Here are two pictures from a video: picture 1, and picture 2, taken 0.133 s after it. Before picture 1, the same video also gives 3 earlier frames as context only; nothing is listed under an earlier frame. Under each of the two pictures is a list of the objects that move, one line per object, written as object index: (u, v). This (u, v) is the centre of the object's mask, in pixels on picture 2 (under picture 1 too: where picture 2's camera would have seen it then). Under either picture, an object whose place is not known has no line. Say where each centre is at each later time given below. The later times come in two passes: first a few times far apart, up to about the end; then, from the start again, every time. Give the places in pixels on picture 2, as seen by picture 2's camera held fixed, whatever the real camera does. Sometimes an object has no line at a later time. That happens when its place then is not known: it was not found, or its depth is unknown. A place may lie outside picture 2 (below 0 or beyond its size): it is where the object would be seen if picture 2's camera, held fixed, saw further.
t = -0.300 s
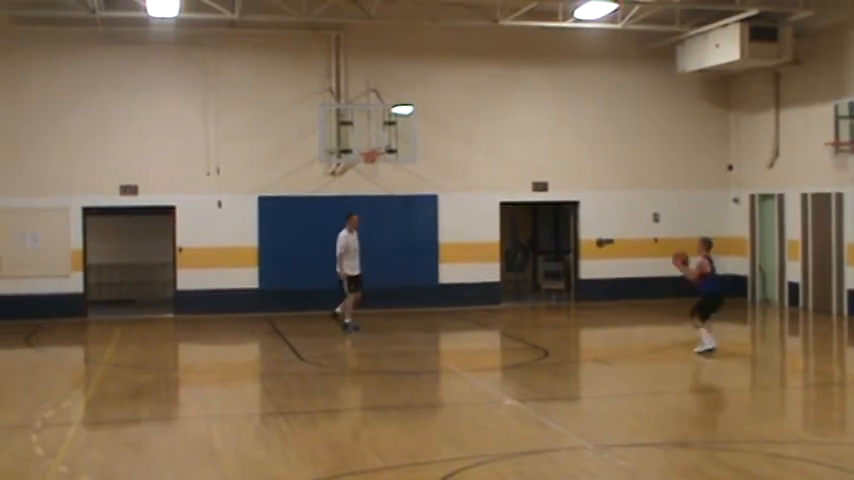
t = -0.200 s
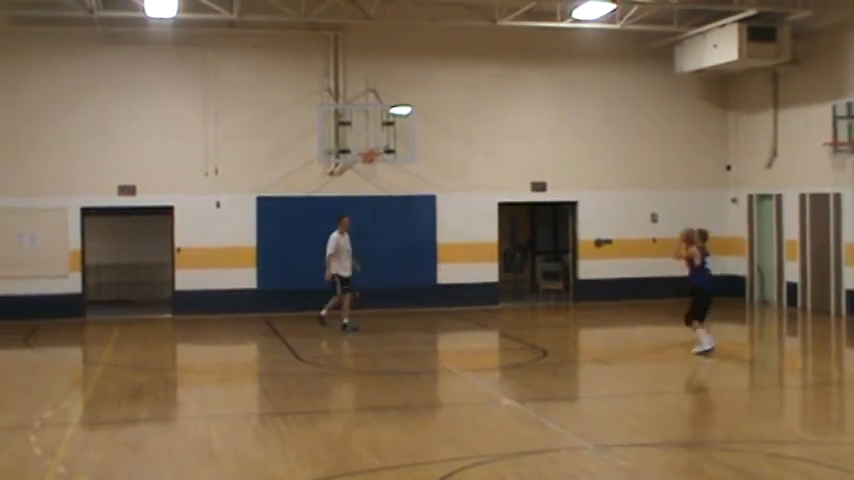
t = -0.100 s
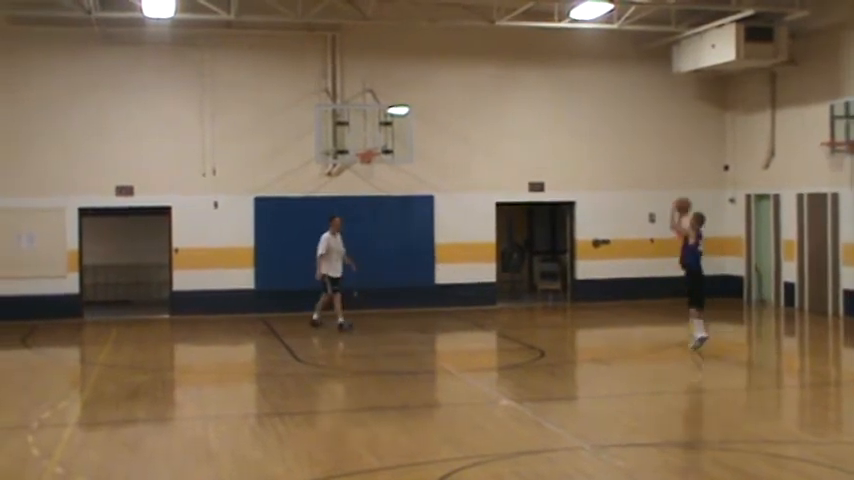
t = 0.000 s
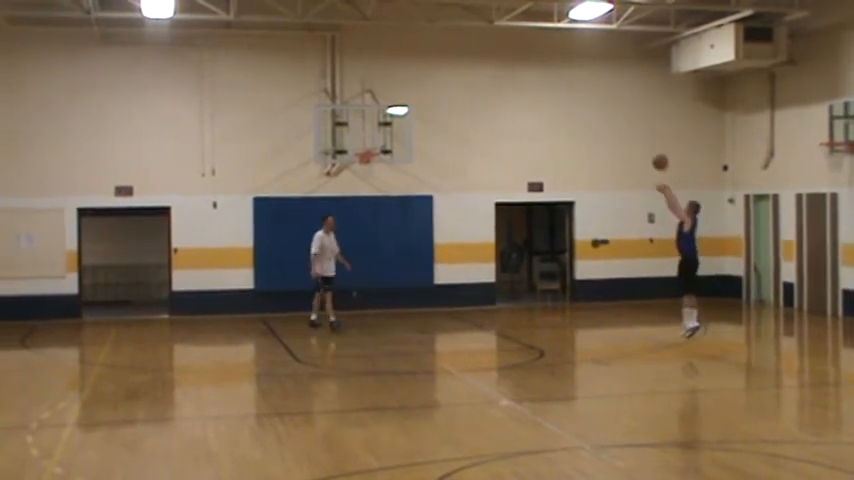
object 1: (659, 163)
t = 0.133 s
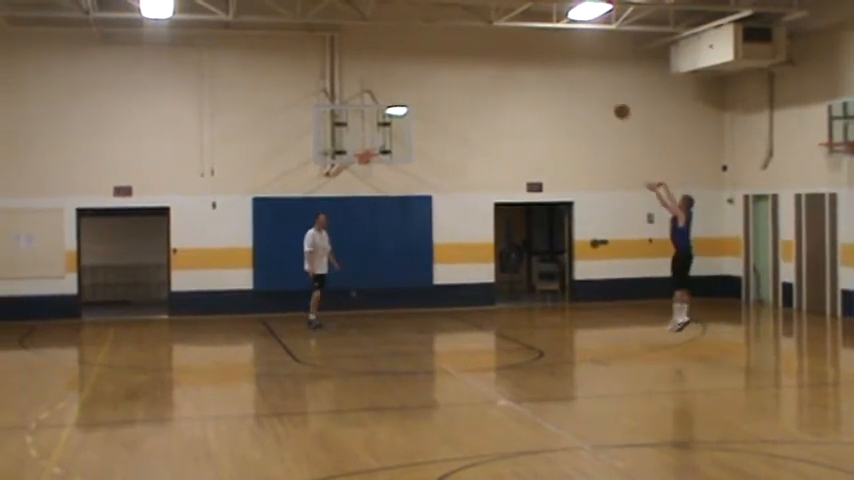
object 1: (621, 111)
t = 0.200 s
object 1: (603, 91)
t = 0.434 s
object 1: (545, 44)
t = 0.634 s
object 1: (499, 34)
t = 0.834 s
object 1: (456, 46)
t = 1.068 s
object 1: (411, 87)
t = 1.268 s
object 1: (376, 143)
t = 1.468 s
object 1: (352, 147)
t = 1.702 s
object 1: (345, 156)
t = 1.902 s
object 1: (338, 189)
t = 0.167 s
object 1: (612, 101)
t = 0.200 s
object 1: (603, 91)
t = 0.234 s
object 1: (595, 81)
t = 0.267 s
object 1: (586, 73)
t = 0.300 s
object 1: (577, 66)
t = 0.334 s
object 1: (569, 59)
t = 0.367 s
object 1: (561, 54)
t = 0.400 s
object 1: (553, 48)
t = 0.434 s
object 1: (545, 44)
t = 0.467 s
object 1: (537, 40)
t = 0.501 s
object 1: (529, 38)
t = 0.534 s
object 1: (521, 36)
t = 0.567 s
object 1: (514, 35)
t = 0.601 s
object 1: (507, 34)
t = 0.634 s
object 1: (499, 34)
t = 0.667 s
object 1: (491, 34)
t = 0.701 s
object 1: (484, 36)
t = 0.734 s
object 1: (477, 37)
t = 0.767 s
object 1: (470, 39)
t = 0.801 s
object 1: (464, 42)
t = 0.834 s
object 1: (456, 46)
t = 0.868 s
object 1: (450, 50)
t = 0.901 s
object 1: (443, 55)
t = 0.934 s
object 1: (437, 60)
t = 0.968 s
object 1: (430, 66)
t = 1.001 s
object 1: (424, 73)
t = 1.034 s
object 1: (417, 80)
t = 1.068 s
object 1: (411, 87)
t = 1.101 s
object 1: (406, 95)
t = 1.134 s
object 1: (399, 103)
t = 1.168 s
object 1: (392, 114)
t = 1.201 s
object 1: (387, 122)
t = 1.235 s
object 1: (381, 133)
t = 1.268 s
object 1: (376, 143)
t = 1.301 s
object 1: (371, 147)
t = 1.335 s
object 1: (367, 146)
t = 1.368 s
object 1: (363, 146)
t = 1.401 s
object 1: (359, 146)
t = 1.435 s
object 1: (355, 147)
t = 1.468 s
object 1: (352, 147)
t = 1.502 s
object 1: (351, 146)
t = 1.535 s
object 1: (349, 146)
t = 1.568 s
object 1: (349, 147)
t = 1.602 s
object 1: (348, 148)
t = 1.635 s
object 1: (347, 150)
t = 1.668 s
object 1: (345, 152)
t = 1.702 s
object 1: (345, 156)
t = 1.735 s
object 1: (344, 159)
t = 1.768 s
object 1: (343, 164)
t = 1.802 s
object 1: (342, 169)
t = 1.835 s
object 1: (341, 175)
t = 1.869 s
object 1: (340, 181)
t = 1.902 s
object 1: (338, 189)
